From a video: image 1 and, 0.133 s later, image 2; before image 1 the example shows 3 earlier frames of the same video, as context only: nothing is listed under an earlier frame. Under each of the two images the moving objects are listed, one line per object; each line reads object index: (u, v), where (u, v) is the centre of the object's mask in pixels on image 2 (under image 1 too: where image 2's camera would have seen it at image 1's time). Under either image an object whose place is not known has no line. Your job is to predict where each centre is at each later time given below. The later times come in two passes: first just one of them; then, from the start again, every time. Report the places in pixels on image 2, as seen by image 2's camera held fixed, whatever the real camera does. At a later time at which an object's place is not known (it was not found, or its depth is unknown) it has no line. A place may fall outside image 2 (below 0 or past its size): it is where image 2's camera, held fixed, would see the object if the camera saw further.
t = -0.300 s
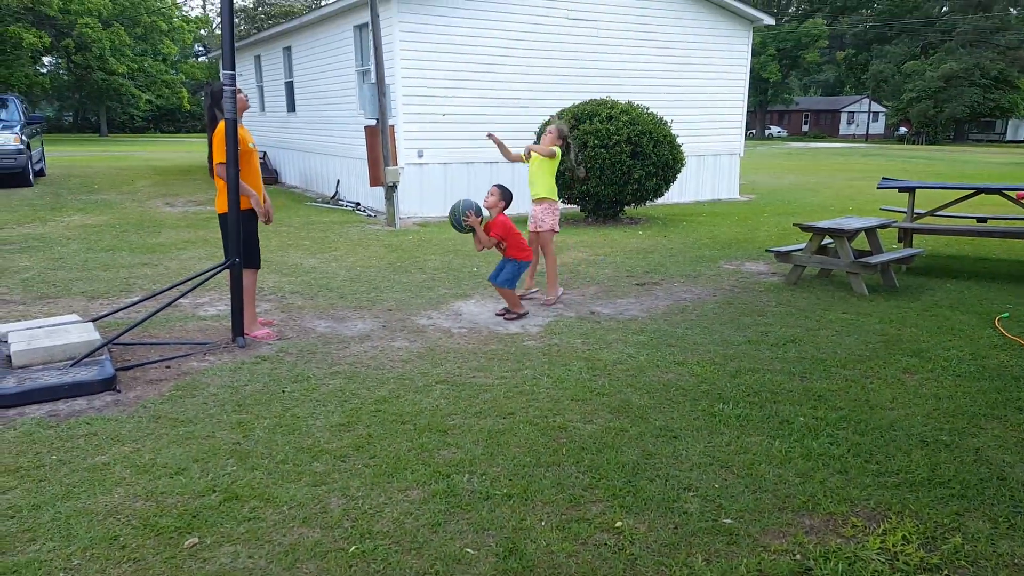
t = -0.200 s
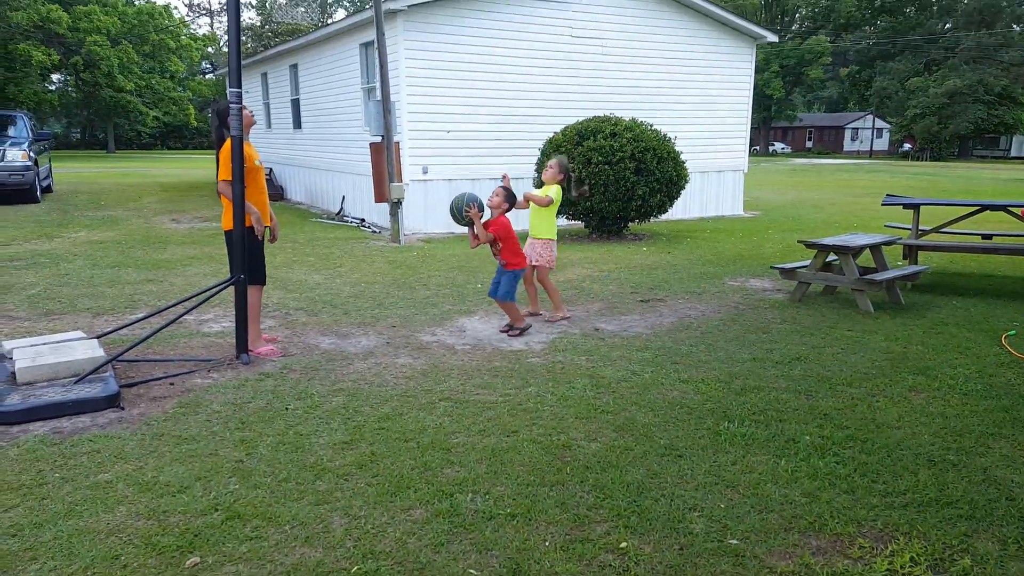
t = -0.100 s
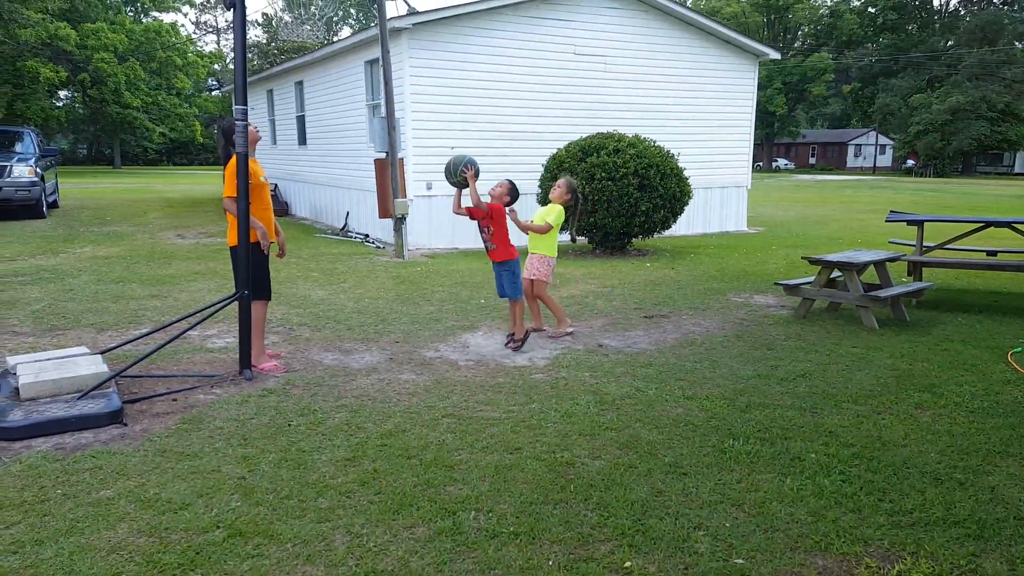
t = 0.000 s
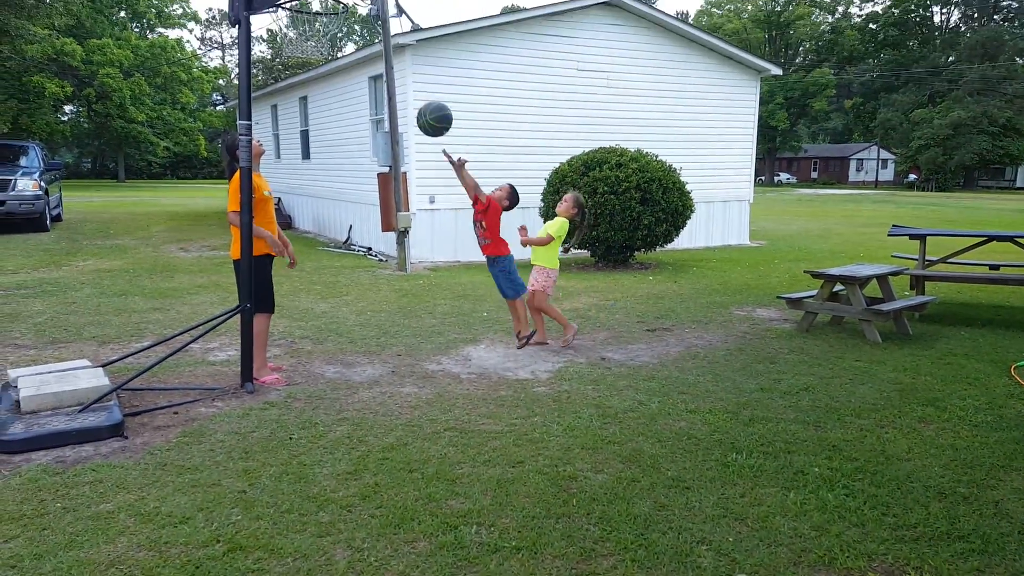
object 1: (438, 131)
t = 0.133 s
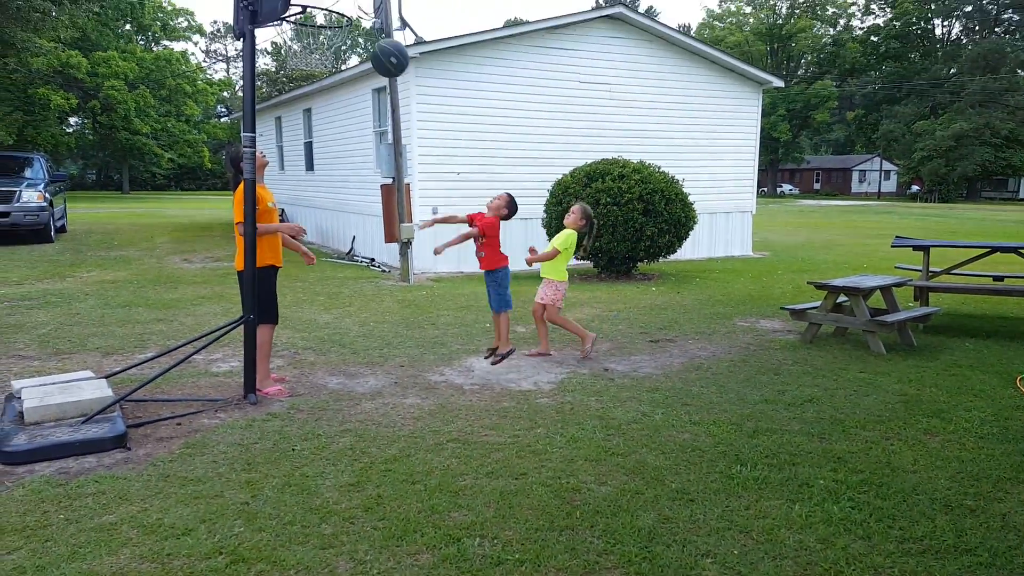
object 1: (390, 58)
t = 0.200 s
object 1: (365, 30)
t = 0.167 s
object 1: (377, 43)
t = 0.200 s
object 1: (365, 30)
